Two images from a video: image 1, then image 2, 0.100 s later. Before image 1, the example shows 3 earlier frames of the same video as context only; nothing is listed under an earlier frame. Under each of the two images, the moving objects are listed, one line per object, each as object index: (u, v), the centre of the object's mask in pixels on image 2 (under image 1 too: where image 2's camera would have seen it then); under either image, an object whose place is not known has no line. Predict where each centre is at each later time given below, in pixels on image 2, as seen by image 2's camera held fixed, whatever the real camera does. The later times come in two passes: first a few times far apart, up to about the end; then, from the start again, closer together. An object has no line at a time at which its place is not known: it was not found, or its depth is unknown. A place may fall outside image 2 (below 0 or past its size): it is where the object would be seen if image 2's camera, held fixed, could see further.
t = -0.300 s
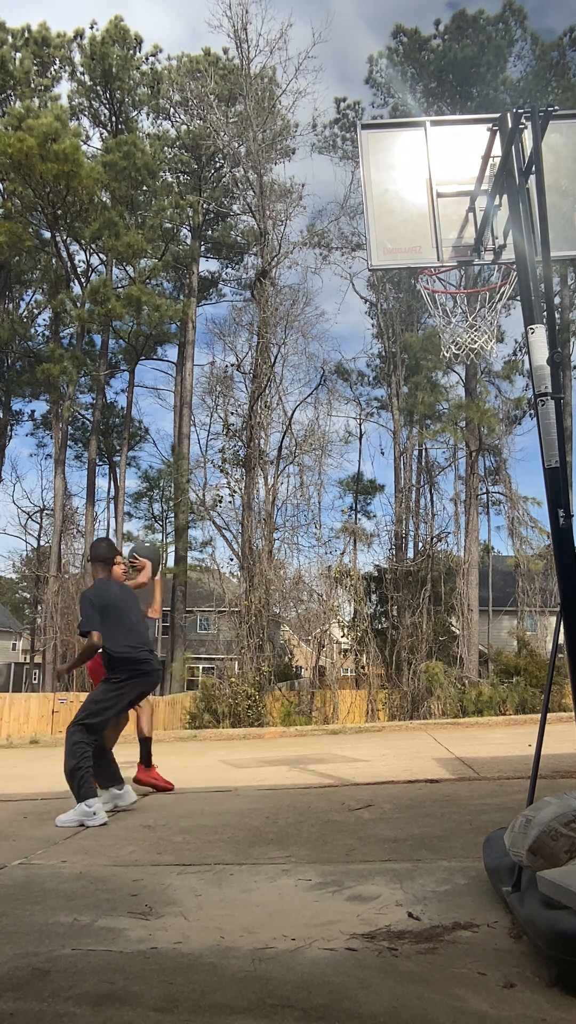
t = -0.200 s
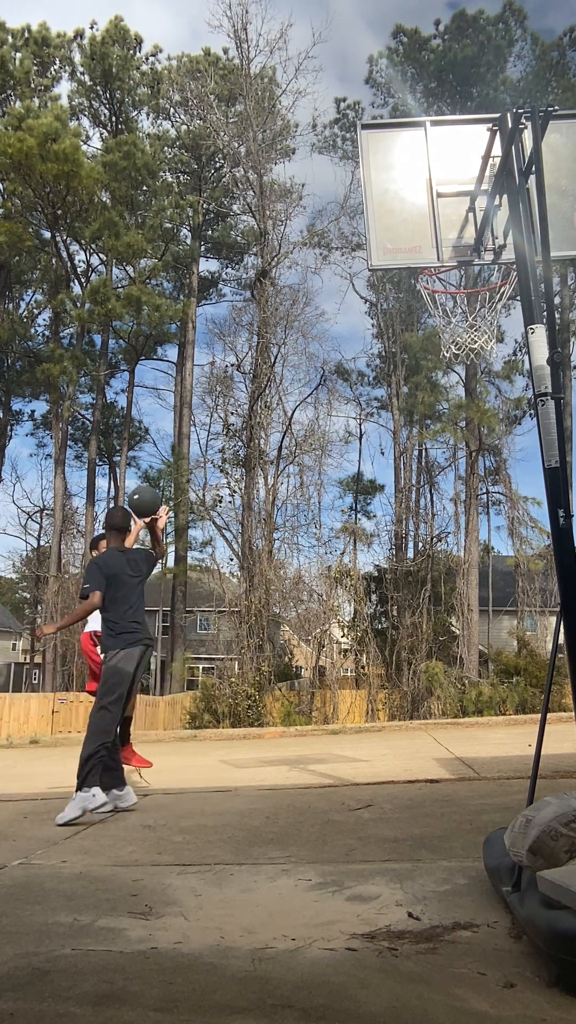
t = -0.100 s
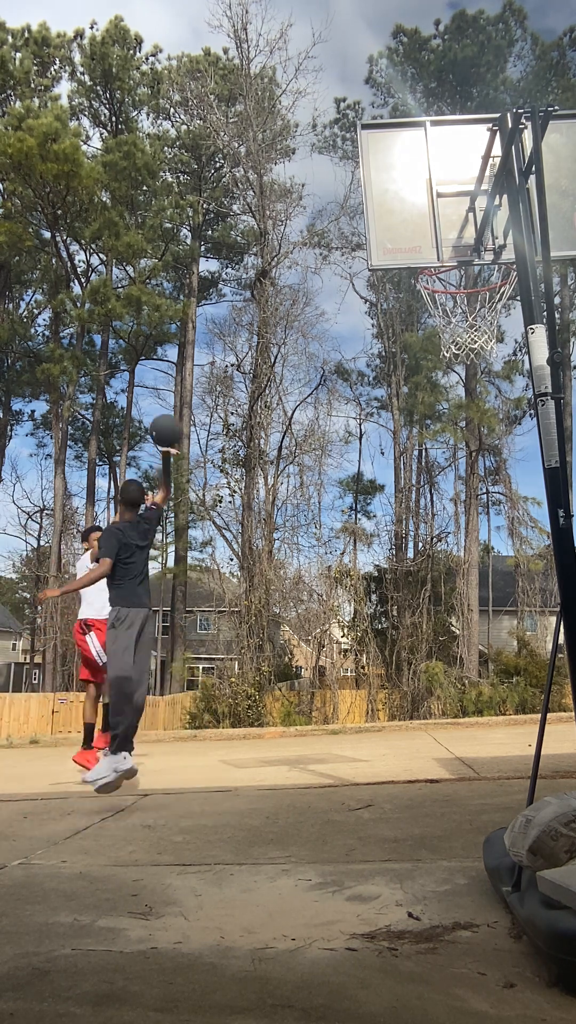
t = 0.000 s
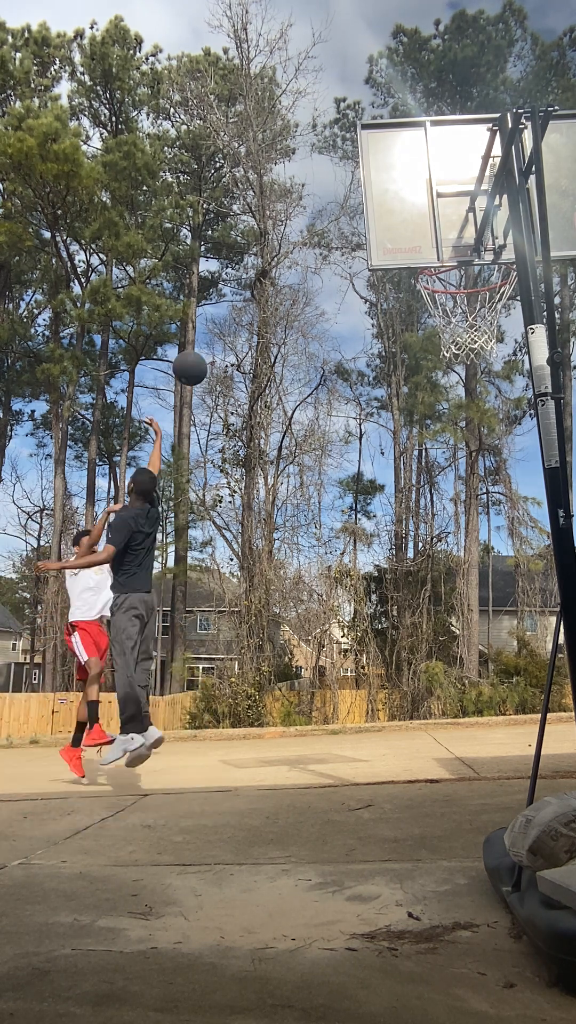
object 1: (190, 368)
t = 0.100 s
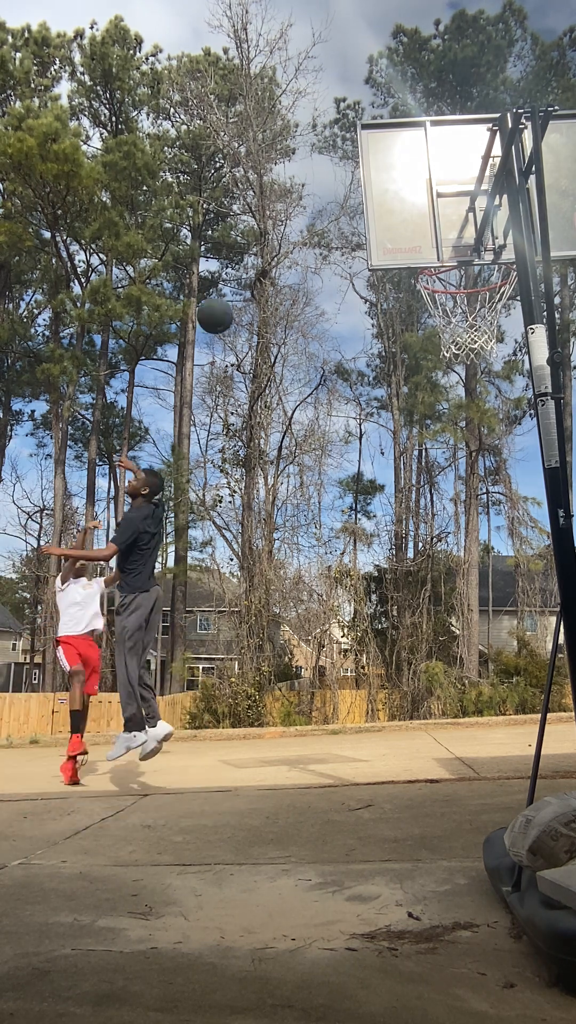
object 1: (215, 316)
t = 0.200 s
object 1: (241, 273)
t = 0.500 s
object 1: (336, 215)
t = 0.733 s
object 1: (416, 282)
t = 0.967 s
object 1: (352, 401)
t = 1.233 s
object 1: (269, 713)
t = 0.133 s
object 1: (223, 300)
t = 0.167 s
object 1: (232, 286)
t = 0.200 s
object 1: (241, 273)
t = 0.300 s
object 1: (270, 241)
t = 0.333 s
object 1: (280, 233)
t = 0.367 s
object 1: (291, 226)
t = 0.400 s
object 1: (301, 220)
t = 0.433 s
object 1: (312, 217)
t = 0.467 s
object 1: (324, 215)
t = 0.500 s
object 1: (336, 215)
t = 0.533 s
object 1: (346, 216)
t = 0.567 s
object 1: (353, 221)
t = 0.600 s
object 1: (359, 227)
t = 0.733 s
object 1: (416, 282)
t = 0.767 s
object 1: (408, 289)
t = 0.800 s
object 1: (399, 298)
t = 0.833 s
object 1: (390, 313)
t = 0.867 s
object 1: (380, 332)
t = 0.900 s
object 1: (371, 352)
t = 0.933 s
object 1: (362, 375)
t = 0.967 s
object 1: (352, 401)
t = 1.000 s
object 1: (342, 428)
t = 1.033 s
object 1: (332, 460)
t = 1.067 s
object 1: (322, 494)
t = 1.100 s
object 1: (312, 531)
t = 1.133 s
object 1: (302, 571)
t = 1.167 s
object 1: (291, 614)
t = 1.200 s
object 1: (280, 662)
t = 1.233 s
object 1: (269, 713)
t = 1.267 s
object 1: (257, 767)
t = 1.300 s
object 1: (245, 826)
